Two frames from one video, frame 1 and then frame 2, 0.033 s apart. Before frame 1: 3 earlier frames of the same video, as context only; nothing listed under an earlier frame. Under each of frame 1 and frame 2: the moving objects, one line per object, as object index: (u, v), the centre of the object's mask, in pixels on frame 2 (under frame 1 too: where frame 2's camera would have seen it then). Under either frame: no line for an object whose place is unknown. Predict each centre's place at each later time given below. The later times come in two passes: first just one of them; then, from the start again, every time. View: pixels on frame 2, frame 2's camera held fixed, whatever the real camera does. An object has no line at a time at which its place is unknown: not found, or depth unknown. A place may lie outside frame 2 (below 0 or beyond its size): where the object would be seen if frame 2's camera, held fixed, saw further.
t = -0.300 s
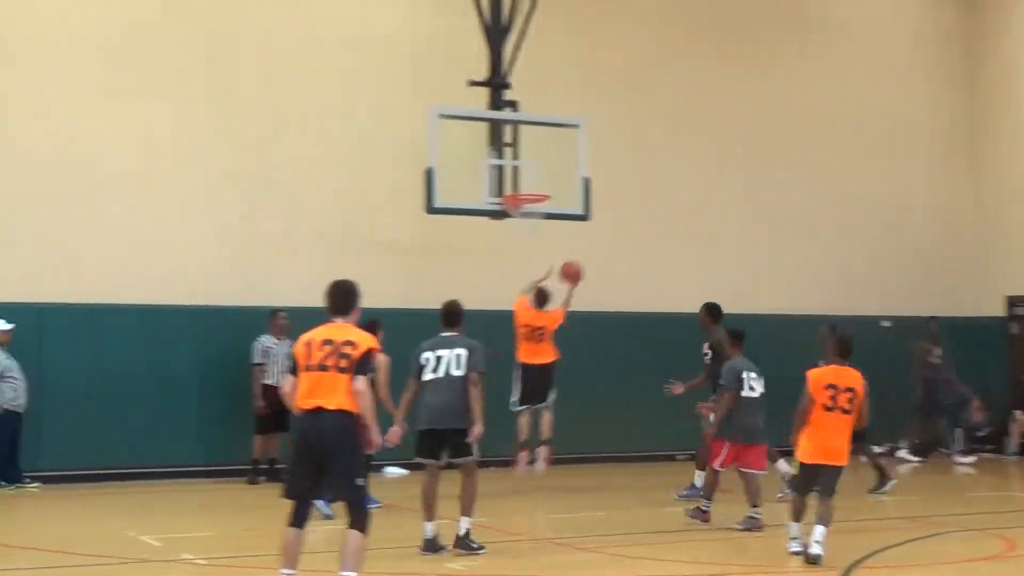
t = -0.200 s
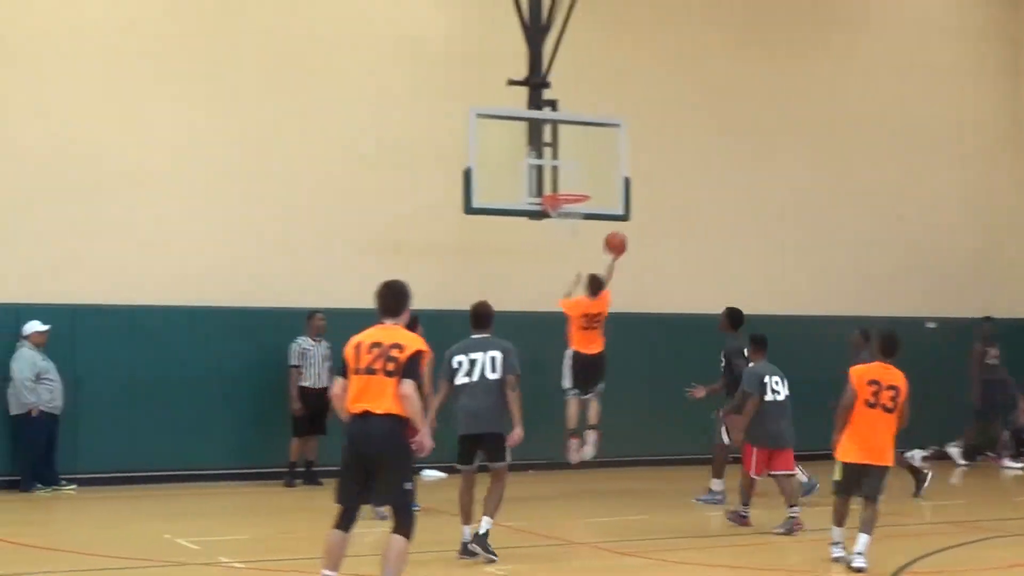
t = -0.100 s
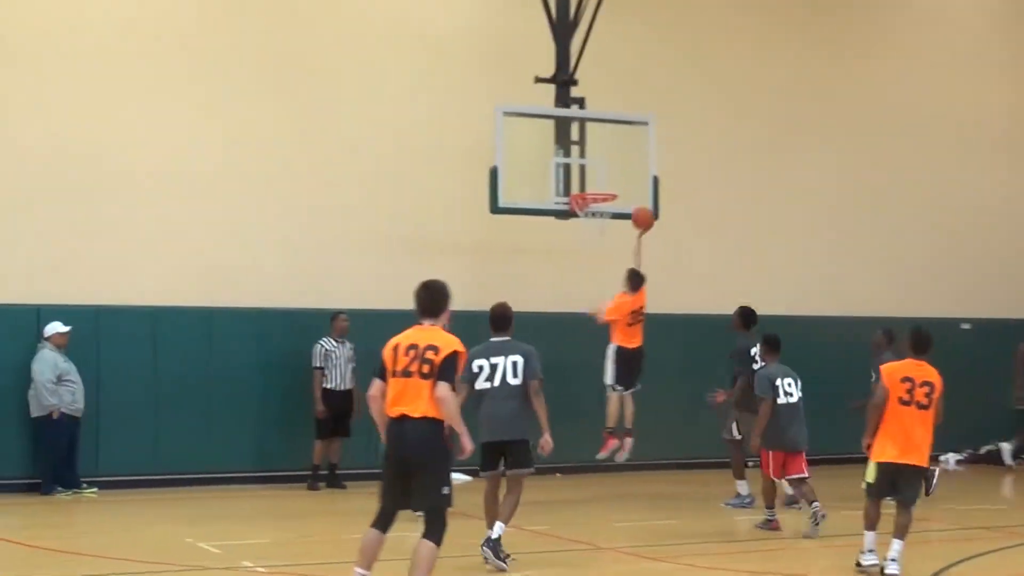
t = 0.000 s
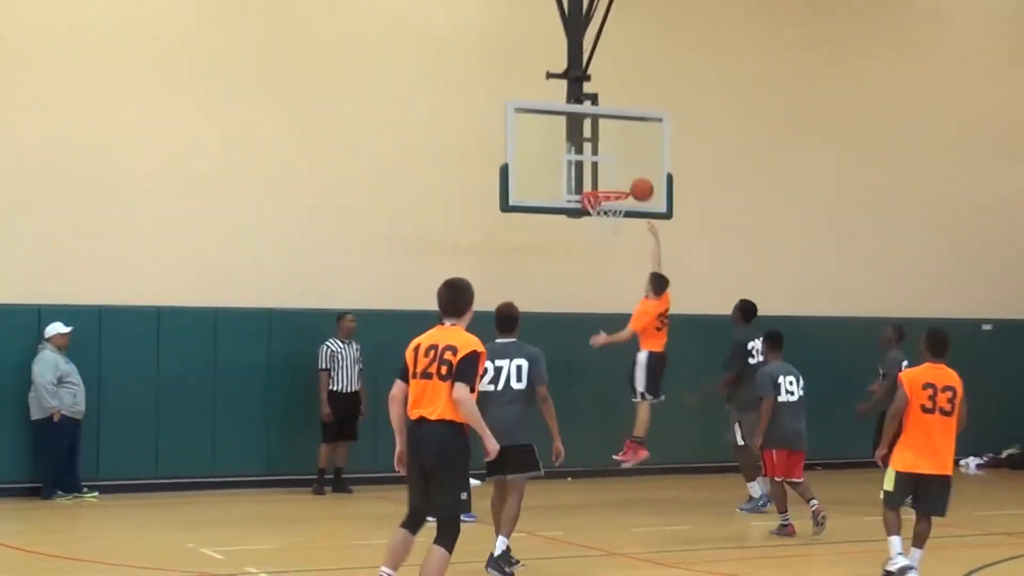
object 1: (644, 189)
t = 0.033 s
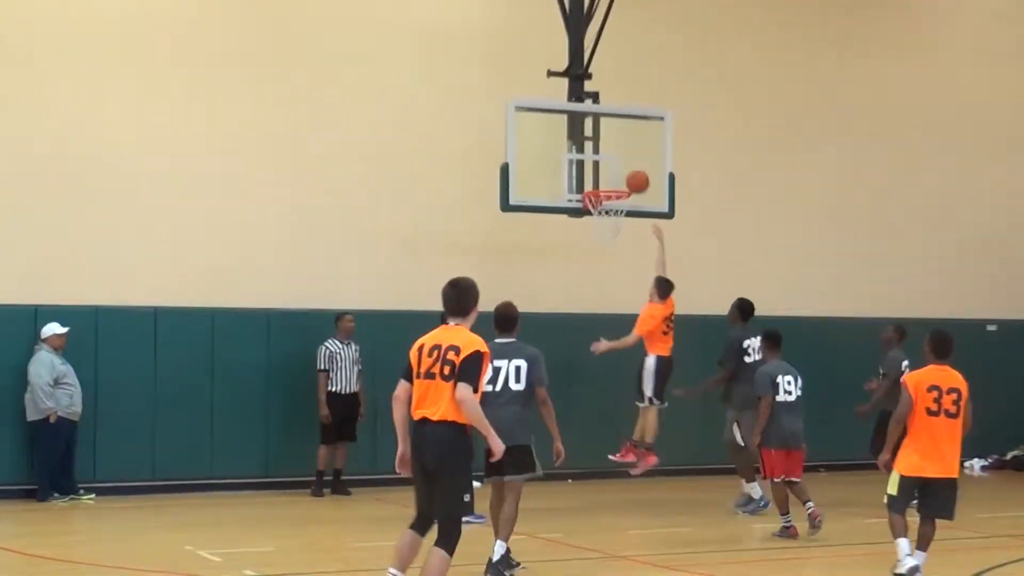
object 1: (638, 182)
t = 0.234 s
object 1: (624, 168)
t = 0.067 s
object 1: (632, 175)
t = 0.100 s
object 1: (626, 171)
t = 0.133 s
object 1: (625, 169)
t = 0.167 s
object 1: (625, 167)
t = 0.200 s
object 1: (625, 167)
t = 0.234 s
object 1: (624, 168)
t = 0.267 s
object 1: (624, 170)
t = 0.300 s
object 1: (624, 173)
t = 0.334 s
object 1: (623, 177)
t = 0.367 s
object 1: (623, 182)
